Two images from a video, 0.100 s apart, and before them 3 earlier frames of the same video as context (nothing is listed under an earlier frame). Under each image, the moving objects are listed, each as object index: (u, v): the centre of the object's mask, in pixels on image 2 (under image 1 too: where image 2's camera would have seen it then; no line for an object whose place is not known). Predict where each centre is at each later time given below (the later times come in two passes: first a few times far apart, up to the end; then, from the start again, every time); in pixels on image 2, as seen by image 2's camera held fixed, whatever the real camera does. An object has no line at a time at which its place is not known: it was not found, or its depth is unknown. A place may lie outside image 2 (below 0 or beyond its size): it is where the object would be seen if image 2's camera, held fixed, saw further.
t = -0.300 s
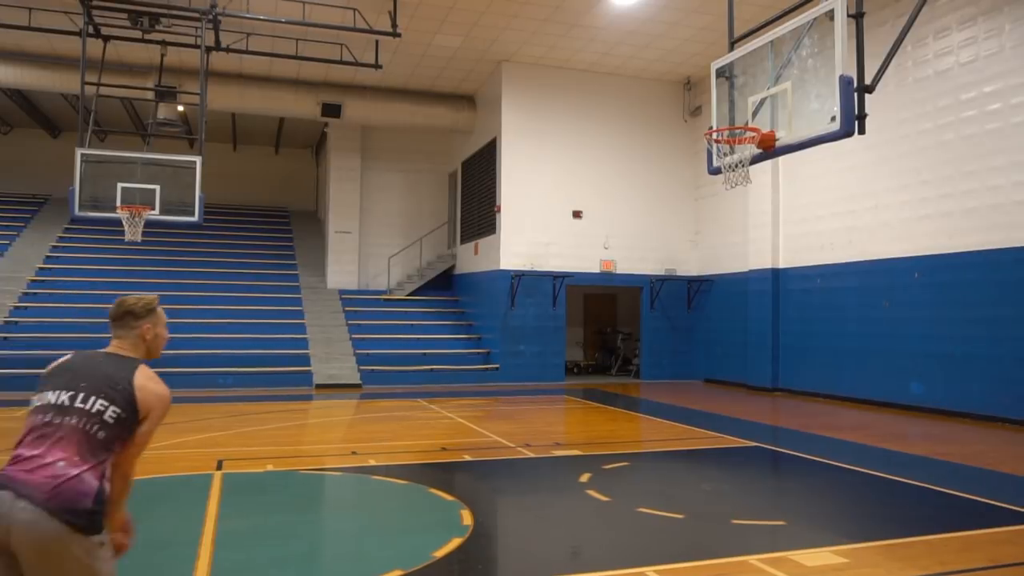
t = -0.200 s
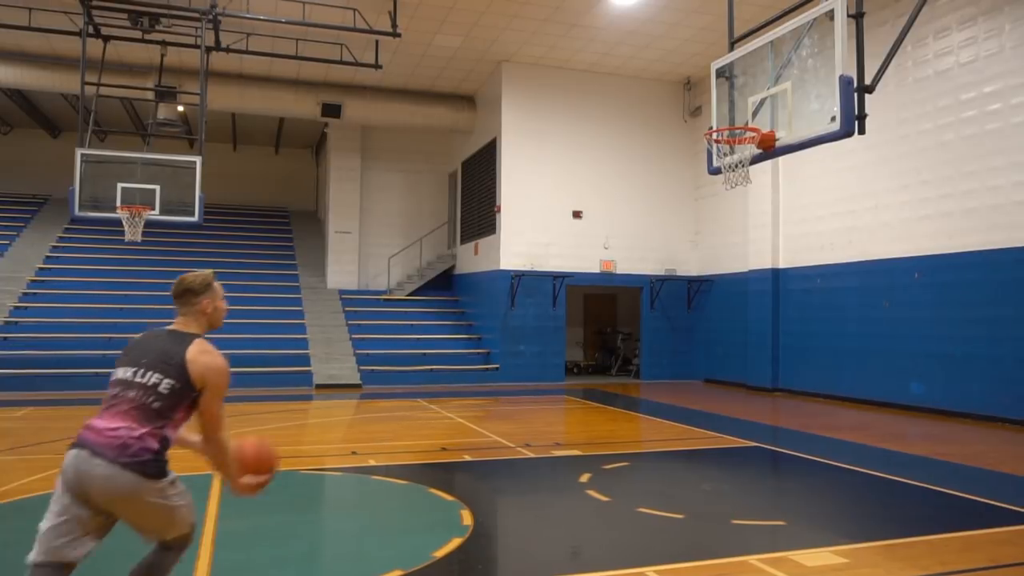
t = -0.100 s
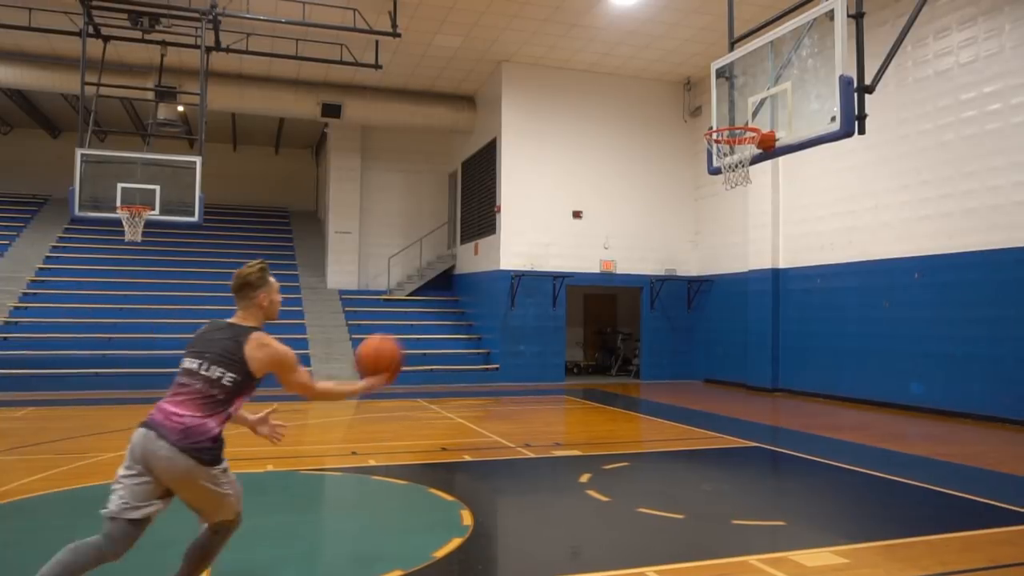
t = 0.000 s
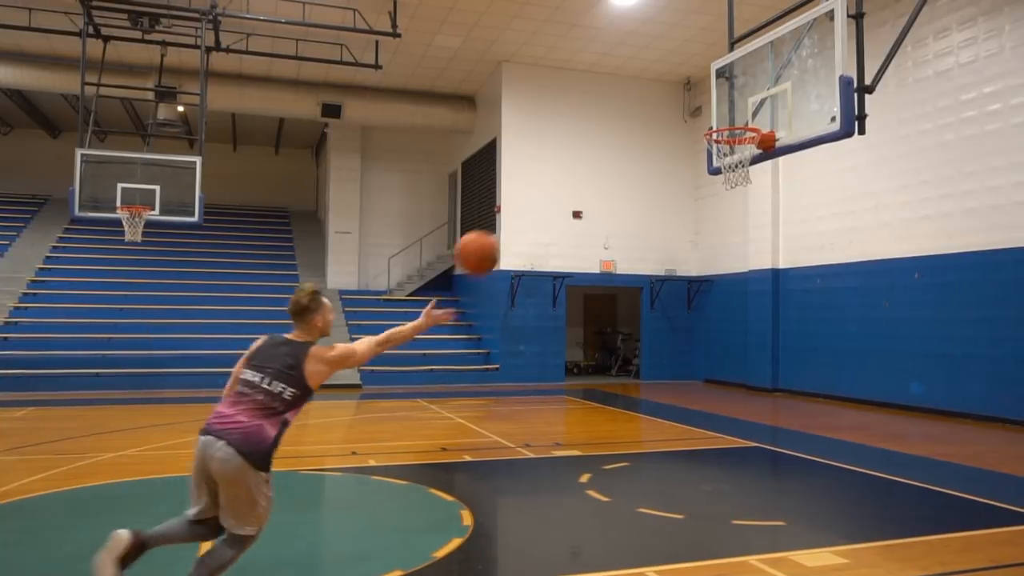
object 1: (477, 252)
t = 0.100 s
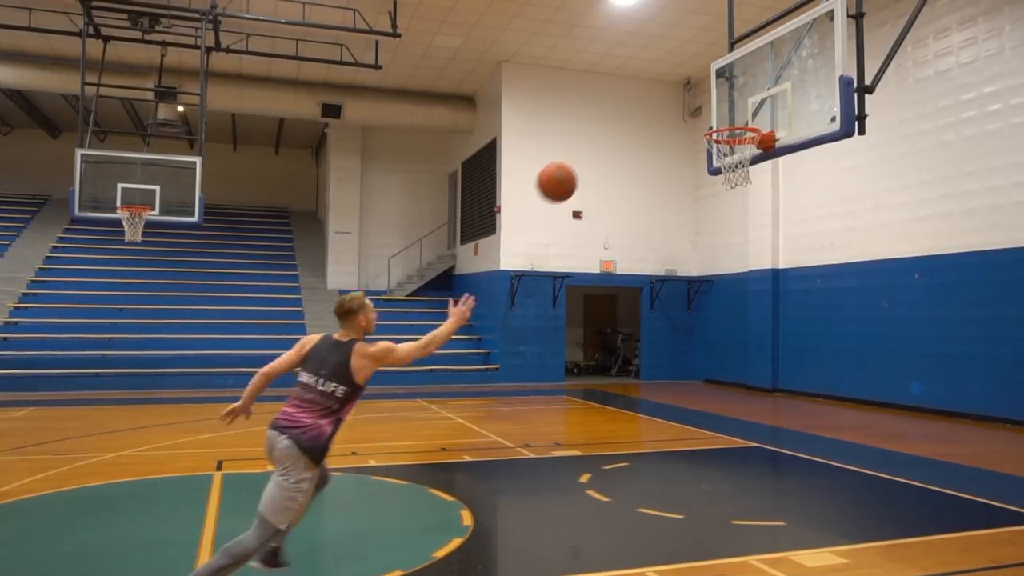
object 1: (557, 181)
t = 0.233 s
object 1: (643, 127)
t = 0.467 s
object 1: (754, 110)
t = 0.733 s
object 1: (728, 133)
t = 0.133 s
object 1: (580, 164)
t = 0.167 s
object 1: (603, 149)
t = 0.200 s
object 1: (623, 137)
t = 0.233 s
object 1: (643, 127)
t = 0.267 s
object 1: (661, 119)
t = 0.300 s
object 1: (679, 113)
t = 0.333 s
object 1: (695, 109)
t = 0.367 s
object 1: (711, 107)
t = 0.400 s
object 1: (726, 106)
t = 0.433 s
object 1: (740, 107)
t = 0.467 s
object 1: (754, 110)
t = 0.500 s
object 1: (767, 113)
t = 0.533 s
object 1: (779, 117)
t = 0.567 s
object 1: (791, 123)
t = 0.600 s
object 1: (784, 125)
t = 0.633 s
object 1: (767, 125)
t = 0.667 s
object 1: (750, 127)
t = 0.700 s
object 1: (739, 130)
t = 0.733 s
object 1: (728, 133)
